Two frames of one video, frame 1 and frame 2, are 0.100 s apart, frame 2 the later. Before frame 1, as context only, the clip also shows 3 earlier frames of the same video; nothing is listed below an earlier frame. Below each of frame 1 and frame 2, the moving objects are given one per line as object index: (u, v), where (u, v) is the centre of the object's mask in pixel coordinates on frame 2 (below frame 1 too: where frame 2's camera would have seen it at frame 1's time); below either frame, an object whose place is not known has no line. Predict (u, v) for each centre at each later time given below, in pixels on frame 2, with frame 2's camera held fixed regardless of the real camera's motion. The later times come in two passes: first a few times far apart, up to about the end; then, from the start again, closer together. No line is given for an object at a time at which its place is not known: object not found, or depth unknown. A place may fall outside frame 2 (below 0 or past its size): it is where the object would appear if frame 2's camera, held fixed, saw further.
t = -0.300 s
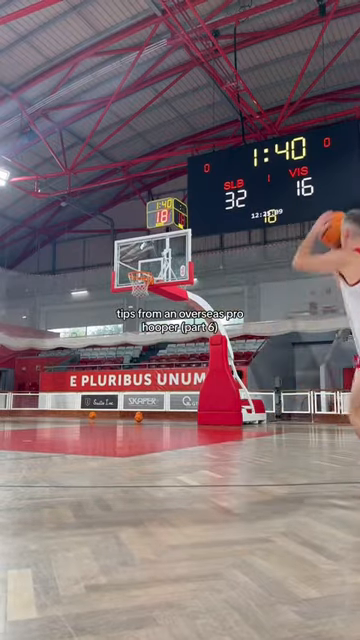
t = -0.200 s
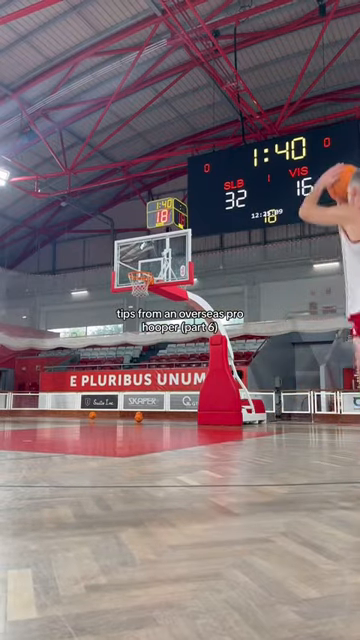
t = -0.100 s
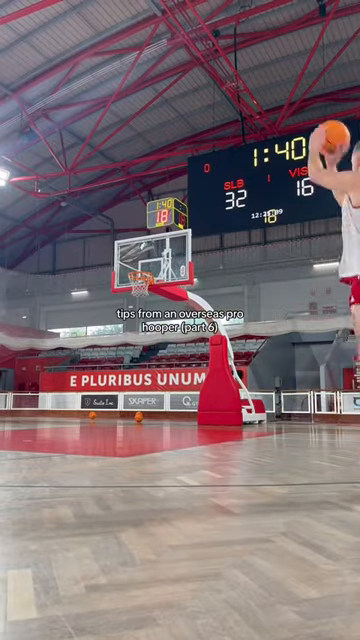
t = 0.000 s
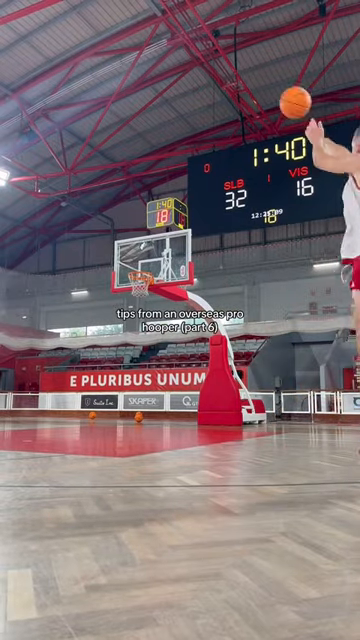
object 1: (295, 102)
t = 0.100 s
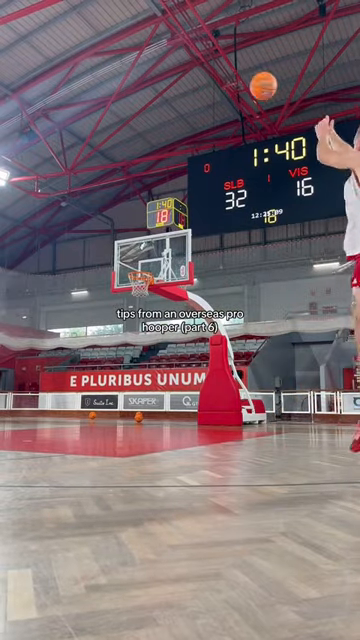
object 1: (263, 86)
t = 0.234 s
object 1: (232, 82)
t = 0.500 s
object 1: (192, 109)
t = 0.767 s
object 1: (166, 166)
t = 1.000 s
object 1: (148, 230)
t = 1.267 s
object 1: (138, 286)
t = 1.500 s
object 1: (134, 307)
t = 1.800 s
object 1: (129, 373)
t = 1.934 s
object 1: (126, 414)
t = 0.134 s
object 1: (255, 83)
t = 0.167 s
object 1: (247, 82)
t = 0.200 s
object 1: (239, 81)
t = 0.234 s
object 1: (232, 82)
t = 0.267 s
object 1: (226, 83)
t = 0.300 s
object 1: (220, 85)
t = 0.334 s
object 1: (214, 87)
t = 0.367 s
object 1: (209, 91)
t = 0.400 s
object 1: (204, 95)
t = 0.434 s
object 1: (200, 100)
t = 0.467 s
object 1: (196, 104)
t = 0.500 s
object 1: (192, 109)
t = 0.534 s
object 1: (187, 116)
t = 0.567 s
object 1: (184, 122)
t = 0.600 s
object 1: (180, 128)
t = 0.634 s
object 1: (177, 135)
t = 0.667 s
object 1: (174, 142)
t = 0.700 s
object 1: (171, 150)
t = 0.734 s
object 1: (168, 158)
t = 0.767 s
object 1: (166, 166)
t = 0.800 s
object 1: (163, 175)
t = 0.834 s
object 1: (160, 184)
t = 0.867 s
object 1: (158, 192)
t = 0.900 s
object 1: (155, 201)
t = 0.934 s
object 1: (153, 211)
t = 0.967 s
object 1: (150, 221)
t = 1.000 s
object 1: (148, 230)
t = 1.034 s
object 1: (147, 241)
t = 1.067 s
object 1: (145, 251)
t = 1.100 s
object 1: (143, 262)
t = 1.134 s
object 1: (141, 273)
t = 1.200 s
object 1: (139, 286)
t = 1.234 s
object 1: (138, 285)
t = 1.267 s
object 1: (138, 286)
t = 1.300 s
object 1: (137, 287)
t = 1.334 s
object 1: (137, 289)
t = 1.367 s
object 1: (136, 291)
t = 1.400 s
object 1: (136, 295)
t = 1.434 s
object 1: (135, 299)
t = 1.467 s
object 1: (134, 302)
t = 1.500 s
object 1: (134, 307)
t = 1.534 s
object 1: (133, 311)
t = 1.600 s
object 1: (132, 323)
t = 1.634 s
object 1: (132, 329)
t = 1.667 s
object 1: (132, 336)
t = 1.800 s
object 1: (129, 373)
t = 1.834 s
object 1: (128, 381)
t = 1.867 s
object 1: (127, 392)
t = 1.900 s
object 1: (126, 403)
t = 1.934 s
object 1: (126, 414)
